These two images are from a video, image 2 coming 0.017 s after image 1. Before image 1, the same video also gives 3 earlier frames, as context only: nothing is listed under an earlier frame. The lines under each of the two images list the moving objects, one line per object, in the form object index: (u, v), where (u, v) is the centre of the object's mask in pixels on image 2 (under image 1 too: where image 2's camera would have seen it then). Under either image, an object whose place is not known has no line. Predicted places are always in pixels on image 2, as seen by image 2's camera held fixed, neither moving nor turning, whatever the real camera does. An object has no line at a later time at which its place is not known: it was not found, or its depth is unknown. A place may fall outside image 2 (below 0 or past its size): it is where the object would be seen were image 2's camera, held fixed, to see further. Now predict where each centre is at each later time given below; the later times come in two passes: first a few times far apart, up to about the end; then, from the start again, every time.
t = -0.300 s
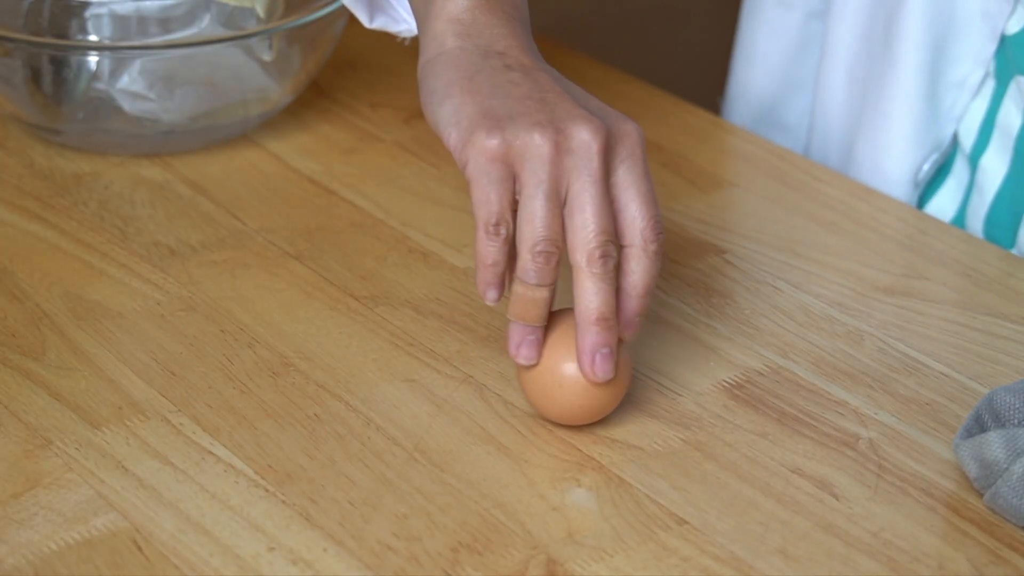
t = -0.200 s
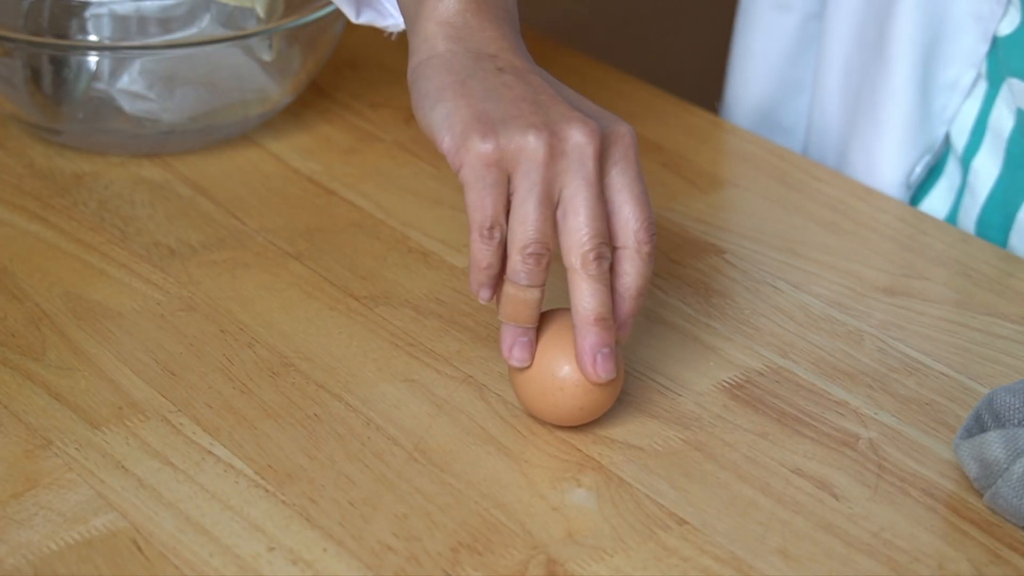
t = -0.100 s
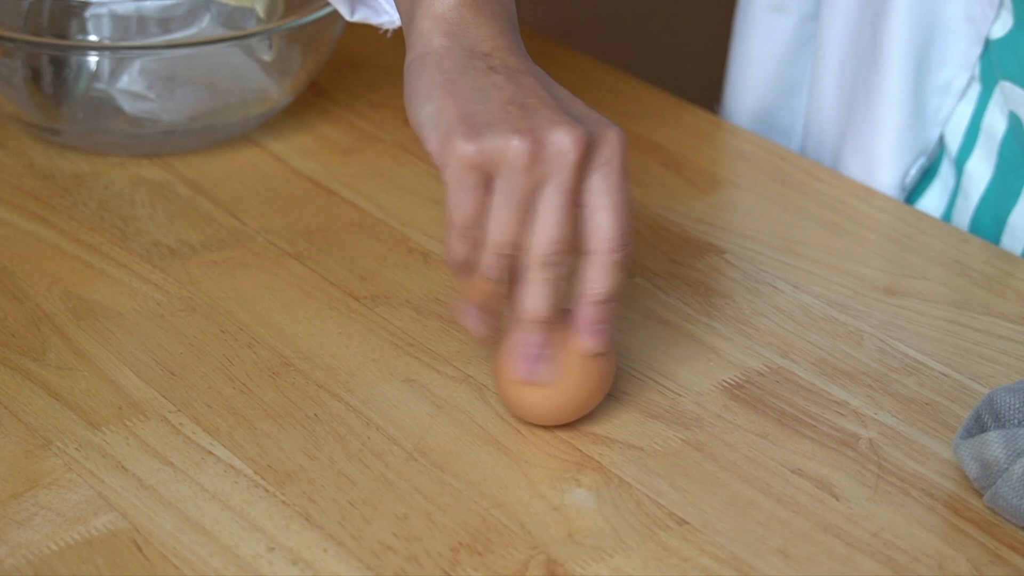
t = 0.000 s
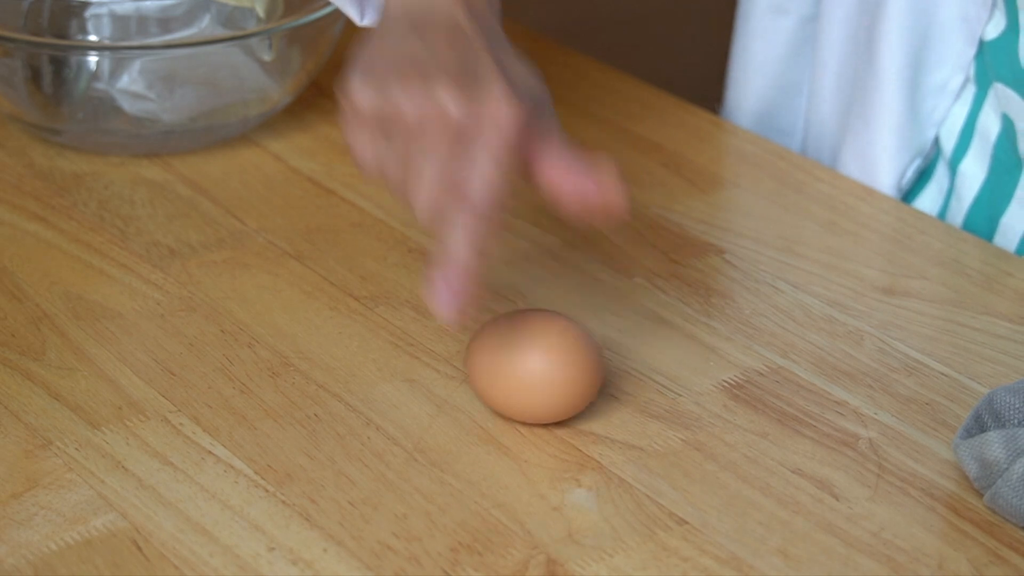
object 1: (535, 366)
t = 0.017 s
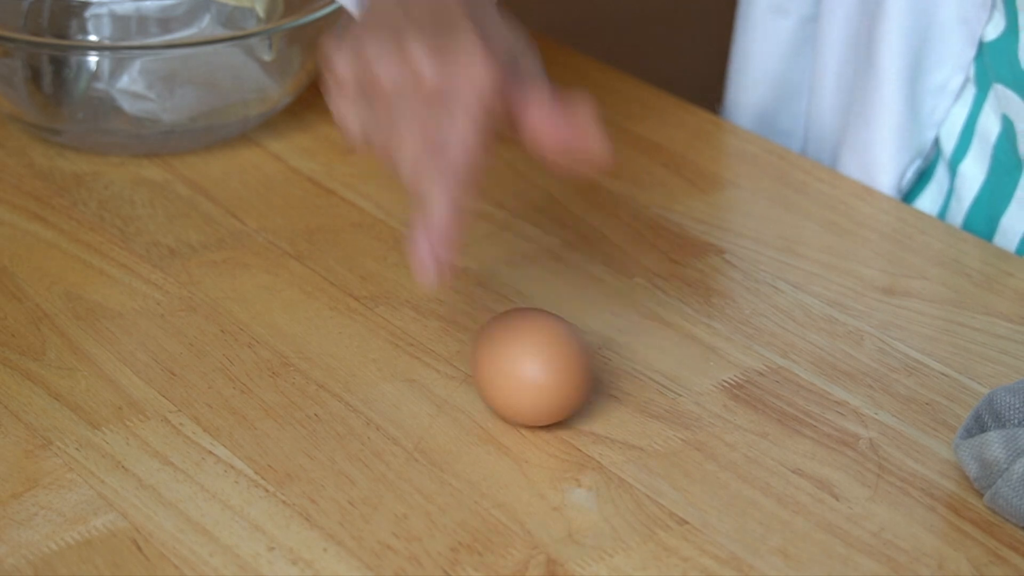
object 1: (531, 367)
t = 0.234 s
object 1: (484, 374)
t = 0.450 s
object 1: (449, 391)
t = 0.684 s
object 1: (429, 415)
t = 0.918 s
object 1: (434, 444)
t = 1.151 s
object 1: (468, 467)
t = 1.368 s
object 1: (520, 479)
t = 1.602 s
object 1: (579, 479)
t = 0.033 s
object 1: (527, 367)
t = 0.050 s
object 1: (523, 367)
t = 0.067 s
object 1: (520, 367)
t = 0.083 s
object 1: (515, 367)
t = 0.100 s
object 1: (512, 368)
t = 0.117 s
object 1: (507, 369)
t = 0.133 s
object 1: (504, 369)
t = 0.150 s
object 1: (502, 371)
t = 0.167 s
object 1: (497, 372)
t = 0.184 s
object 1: (494, 372)
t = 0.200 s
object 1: (491, 372)
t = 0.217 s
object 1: (487, 373)
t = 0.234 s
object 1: (484, 374)
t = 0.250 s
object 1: (480, 375)
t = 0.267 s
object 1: (477, 376)
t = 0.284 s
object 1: (475, 378)
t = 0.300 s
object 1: (471, 379)
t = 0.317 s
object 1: (468, 380)
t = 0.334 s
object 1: (467, 381)
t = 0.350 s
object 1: (464, 382)
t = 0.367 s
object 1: (461, 383)
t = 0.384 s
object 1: (458, 385)
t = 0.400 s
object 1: (456, 386)
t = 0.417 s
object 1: (454, 388)
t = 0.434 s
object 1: (451, 390)
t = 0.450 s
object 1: (449, 391)
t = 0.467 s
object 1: (447, 392)
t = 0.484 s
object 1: (445, 394)
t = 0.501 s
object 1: (443, 395)
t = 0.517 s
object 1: (441, 397)
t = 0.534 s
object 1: (439, 398)
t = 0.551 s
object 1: (439, 400)
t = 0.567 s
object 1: (437, 403)
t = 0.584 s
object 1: (434, 405)
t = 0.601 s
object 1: (434, 406)
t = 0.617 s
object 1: (433, 408)
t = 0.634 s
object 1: (432, 409)
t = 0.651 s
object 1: (430, 412)
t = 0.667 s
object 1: (429, 413)
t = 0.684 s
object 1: (429, 415)
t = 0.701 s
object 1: (429, 417)
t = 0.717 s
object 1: (426, 420)
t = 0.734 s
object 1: (427, 421)
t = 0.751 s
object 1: (428, 423)
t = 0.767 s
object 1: (428, 425)
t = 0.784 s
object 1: (427, 427)
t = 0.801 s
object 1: (427, 429)
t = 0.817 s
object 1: (428, 430)
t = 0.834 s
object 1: (430, 433)
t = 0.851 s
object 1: (429, 436)
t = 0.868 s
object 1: (429, 437)
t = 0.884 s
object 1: (431, 439)
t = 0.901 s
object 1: (433, 441)
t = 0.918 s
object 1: (434, 444)
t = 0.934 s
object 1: (435, 444)
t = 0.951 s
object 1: (437, 446)
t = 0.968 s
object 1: (440, 449)
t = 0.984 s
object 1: (442, 451)
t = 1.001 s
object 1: (443, 454)
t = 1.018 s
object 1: (445, 454)
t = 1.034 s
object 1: (449, 456)
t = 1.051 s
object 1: (451, 458)
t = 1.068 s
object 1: (453, 459)
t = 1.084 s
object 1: (456, 460)
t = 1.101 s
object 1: (459, 462)
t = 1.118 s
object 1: (463, 464)
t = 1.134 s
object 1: (466, 466)
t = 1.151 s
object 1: (468, 467)
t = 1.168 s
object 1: (472, 468)
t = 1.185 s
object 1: (476, 469)
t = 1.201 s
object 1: (479, 471)
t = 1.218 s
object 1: (482, 472)
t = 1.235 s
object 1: (487, 472)
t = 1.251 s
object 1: (491, 473)
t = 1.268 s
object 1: (495, 475)
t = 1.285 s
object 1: (499, 476)
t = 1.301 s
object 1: (502, 477)
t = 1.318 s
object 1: (506, 477)
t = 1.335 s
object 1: (511, 478)
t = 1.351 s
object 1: (515, 479)
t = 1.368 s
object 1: (520, 479)
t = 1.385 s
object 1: (524, 479)
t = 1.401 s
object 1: (529, 479)
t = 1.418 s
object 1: (533, 480)
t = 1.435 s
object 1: (538, 480)
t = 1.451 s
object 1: (540, 481)
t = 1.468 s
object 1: (545, 480)
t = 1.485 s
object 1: (550, 481)
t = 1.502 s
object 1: (554, 481)
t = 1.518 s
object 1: (558, 480)
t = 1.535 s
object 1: (563, 480)
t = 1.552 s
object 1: (567, 480)
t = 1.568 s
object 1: (570, 480)
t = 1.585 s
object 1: (575, 479)
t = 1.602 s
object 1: (579, 479)
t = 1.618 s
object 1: (583, 478)
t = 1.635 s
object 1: (588, 478)
